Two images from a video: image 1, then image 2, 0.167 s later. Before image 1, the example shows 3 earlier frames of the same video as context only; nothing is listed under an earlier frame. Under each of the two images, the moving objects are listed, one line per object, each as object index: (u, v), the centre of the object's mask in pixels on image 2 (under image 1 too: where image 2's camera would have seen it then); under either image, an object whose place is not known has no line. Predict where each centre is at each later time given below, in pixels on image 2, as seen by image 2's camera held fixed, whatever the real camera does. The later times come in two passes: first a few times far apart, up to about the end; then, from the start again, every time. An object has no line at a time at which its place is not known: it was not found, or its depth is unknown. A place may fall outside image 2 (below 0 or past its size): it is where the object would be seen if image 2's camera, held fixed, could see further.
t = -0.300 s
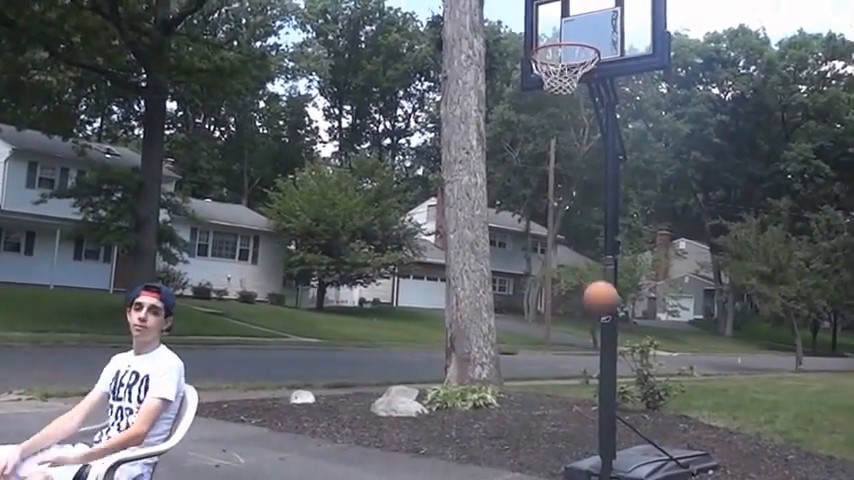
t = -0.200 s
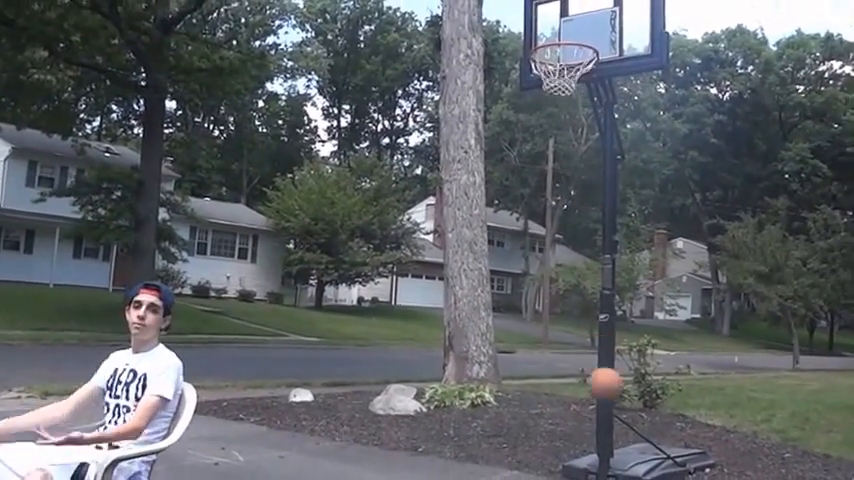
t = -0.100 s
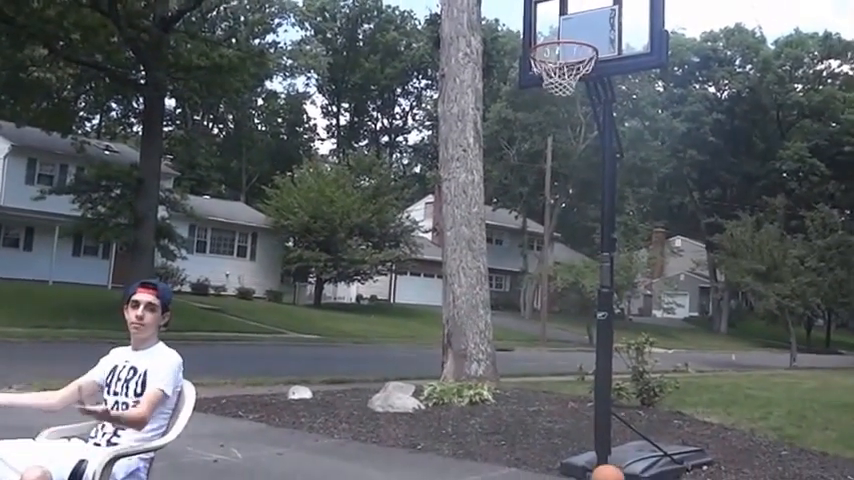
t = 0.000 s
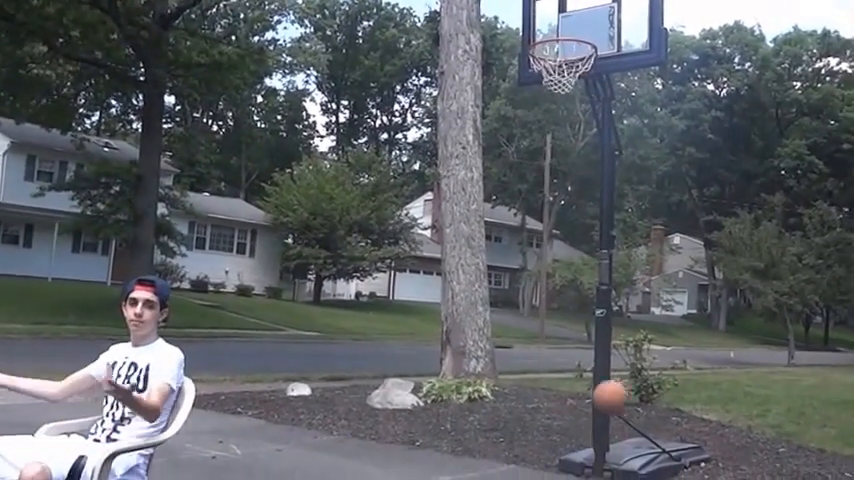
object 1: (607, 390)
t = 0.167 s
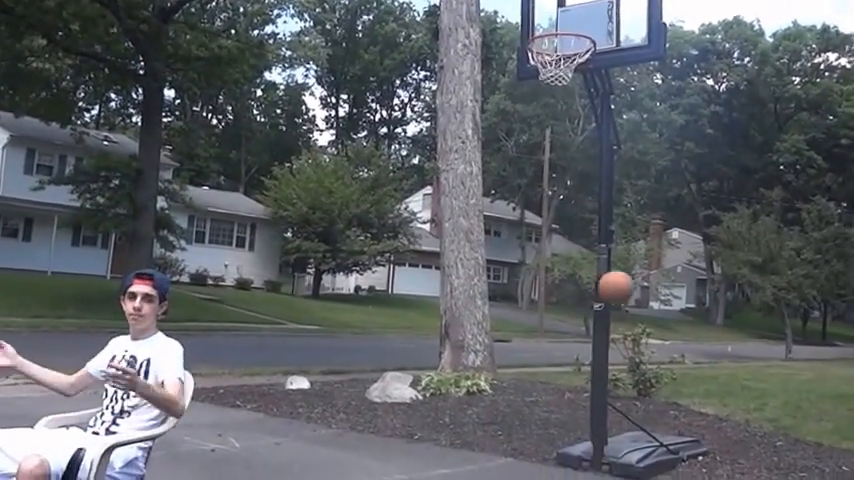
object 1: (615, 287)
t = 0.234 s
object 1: (618, 257)
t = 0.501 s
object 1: (623, 199)
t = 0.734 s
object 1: (622, 226)
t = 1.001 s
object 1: (615, 349)
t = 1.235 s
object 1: (611, 421)
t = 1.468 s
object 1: (618, 315)
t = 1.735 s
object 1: (619, 284)
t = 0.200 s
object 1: (616, 270)
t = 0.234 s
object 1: (618, 257)
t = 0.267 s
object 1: (619, 244)
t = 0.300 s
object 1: (620, 233)
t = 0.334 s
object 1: (620, 224)
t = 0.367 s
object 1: (621, 215)
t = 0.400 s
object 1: (622, 210)
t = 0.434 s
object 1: (622, 204)
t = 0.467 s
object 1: (623, 201)
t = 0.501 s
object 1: (623, 199)
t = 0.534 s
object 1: (623, 199)
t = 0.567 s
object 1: (623, 199)
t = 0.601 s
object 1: (623, 201)
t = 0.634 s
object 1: (623, 206)
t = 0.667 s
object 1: (622, 211)
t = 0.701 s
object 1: (622, 217)
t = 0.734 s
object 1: (622, 226)
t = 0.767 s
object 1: (621, 236)
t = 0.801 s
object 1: (620, 247)
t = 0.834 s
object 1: (620, 259)
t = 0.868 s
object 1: (619, 275)
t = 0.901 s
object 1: (619, 291)
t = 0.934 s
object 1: (616, 307)
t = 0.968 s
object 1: (616, 328)
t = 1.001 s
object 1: (615, 349)
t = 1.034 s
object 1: (613, 371)
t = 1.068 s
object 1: (611, 394)
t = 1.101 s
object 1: (610, 421)
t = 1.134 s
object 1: (609, 447)
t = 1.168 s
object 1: (607, 466)
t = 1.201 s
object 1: (608, 442)
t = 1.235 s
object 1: (611, 421)
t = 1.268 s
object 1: (612, 401)
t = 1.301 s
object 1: (613, 383)
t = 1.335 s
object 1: (614, 367)
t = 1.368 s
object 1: (615, 351)
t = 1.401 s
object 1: (616, 338)
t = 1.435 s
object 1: (617, 325)
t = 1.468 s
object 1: (618, 315)
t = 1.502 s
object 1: (617, 306)
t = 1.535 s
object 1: (618, 298)
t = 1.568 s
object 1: (619, 292)
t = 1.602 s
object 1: (618, 288)
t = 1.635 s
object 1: (619, 285)
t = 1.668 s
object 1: (619, 283)
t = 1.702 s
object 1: (619, 283)
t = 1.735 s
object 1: (619, 284)
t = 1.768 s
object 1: (619, 286)
